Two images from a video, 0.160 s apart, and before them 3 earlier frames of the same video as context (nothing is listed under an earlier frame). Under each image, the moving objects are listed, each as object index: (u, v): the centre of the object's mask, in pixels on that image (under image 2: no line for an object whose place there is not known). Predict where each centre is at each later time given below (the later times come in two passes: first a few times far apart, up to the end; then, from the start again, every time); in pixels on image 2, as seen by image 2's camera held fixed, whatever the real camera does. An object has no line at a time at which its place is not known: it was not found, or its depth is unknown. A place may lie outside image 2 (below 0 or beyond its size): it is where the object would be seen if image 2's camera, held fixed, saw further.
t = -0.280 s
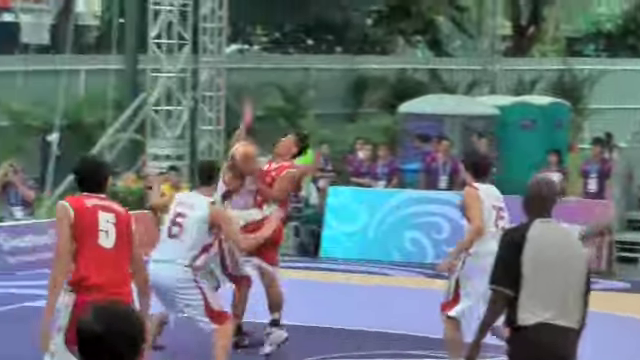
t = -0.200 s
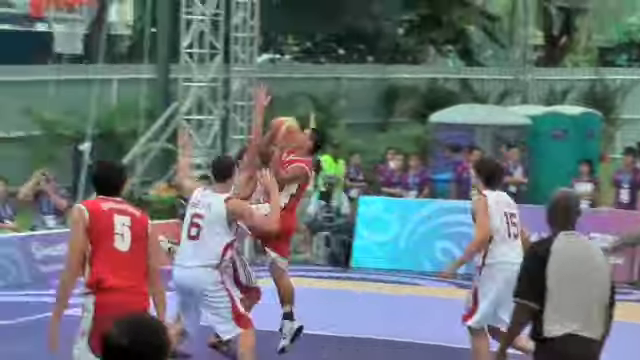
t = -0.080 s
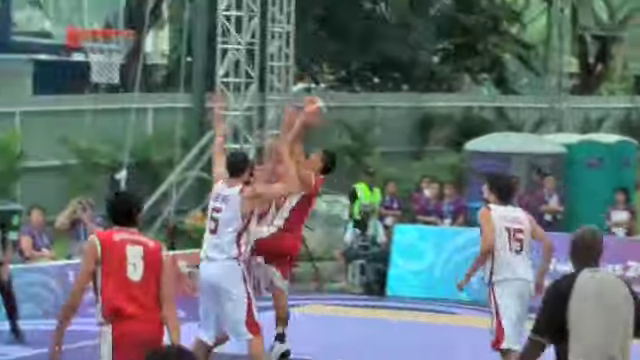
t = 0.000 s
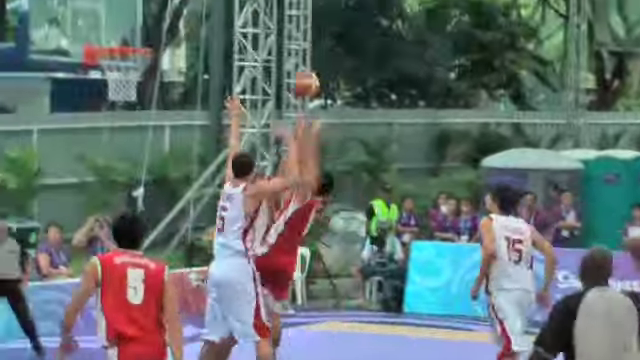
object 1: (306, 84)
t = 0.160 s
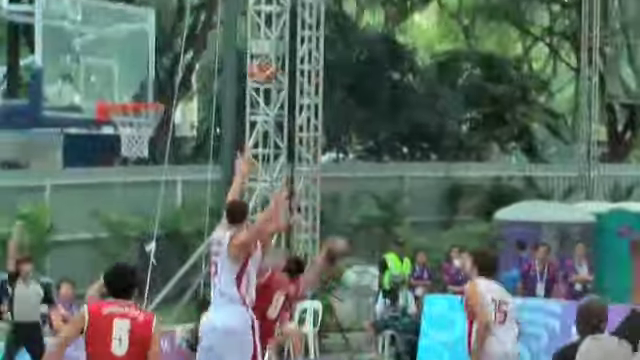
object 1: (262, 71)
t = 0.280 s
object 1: (223, 37)
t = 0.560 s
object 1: (137, 36)
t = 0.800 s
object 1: (188, 88)
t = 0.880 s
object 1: (210, 119)
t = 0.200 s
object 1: (251, 60)
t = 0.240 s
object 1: (234, 46)
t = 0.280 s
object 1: (223, 37)
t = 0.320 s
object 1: (210, 35)
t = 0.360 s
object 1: (198, 31)
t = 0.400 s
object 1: (187, 26)
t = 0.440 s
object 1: (173, 27)
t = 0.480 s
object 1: (162, 29)
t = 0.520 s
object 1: (148, 31)
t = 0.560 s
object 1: (137, 36)
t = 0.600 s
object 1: (132, 42)
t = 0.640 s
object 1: (140, 48)
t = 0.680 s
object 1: (153, 54)
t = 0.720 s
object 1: (165, 62)
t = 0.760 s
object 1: (175, 74)
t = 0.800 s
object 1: (188, 88)
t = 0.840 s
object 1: (197, 103)
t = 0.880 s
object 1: (210, 119)
